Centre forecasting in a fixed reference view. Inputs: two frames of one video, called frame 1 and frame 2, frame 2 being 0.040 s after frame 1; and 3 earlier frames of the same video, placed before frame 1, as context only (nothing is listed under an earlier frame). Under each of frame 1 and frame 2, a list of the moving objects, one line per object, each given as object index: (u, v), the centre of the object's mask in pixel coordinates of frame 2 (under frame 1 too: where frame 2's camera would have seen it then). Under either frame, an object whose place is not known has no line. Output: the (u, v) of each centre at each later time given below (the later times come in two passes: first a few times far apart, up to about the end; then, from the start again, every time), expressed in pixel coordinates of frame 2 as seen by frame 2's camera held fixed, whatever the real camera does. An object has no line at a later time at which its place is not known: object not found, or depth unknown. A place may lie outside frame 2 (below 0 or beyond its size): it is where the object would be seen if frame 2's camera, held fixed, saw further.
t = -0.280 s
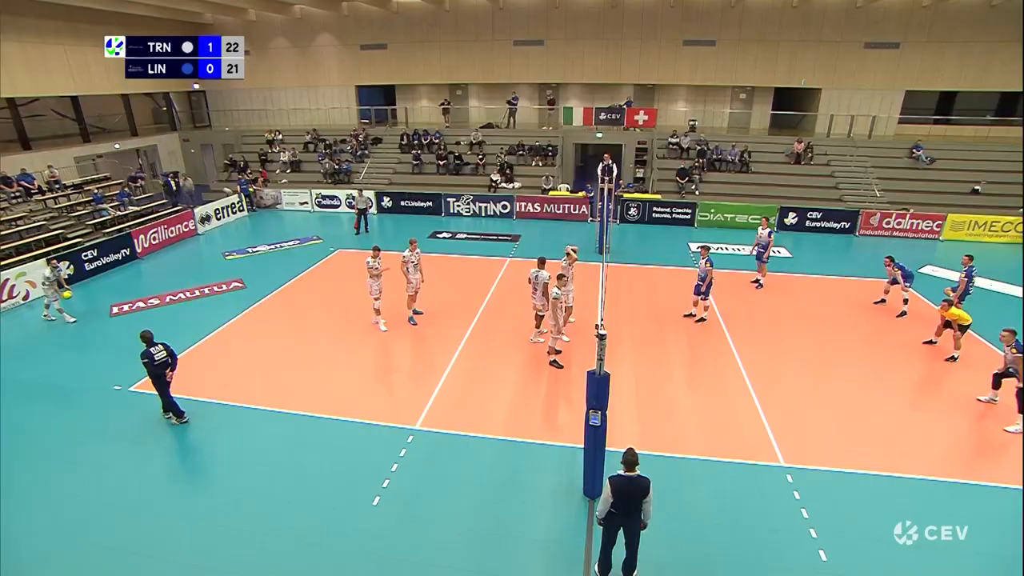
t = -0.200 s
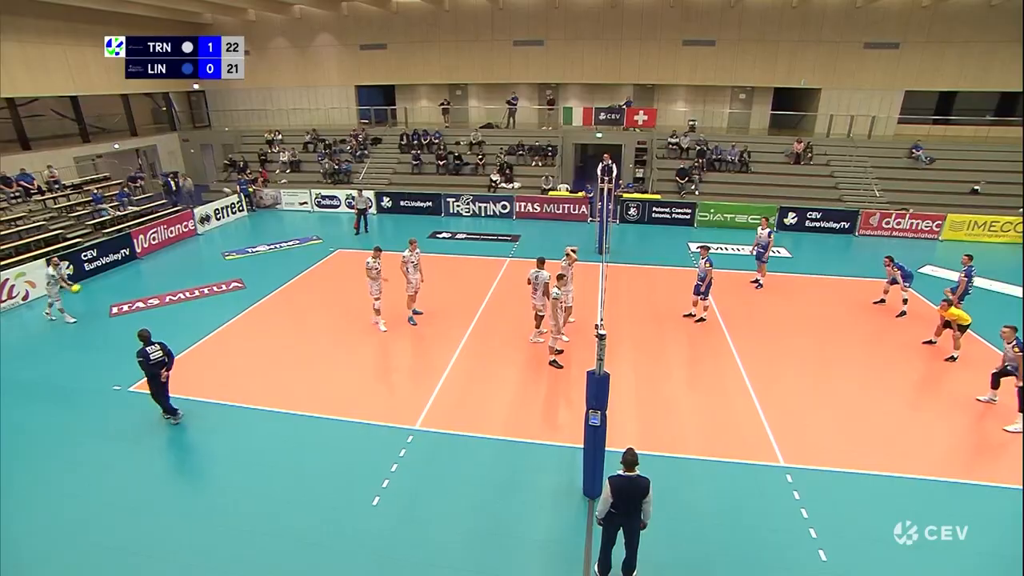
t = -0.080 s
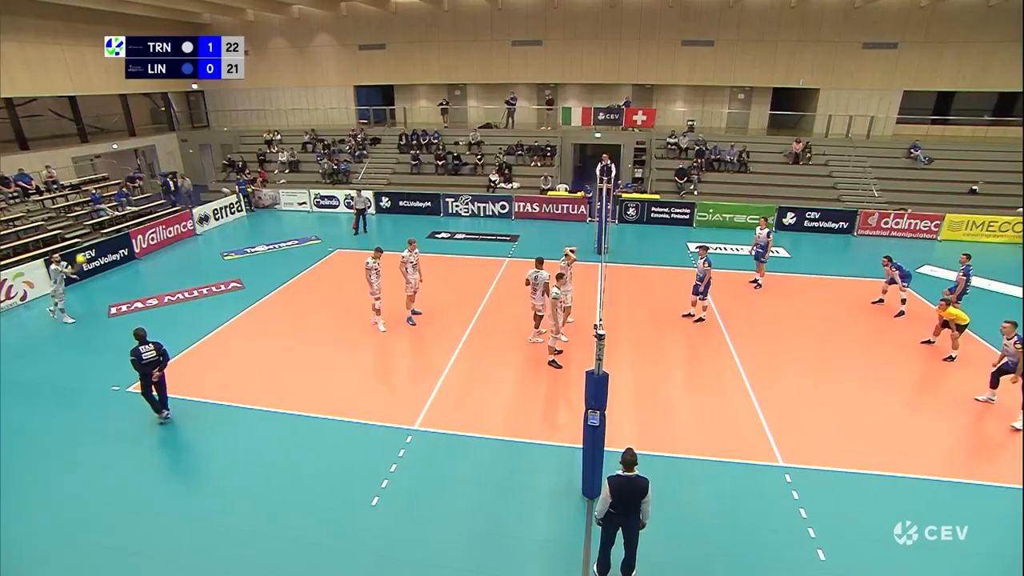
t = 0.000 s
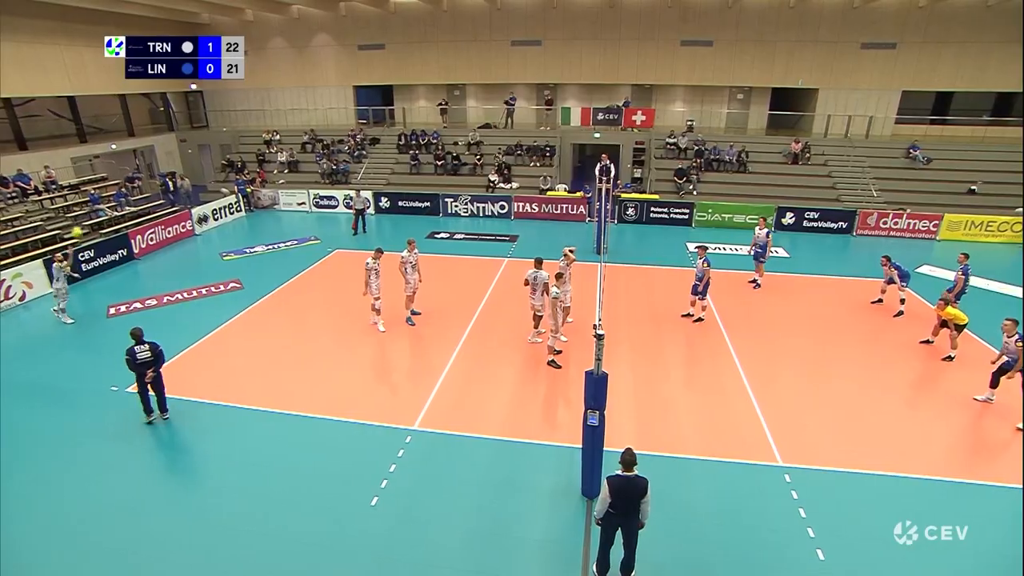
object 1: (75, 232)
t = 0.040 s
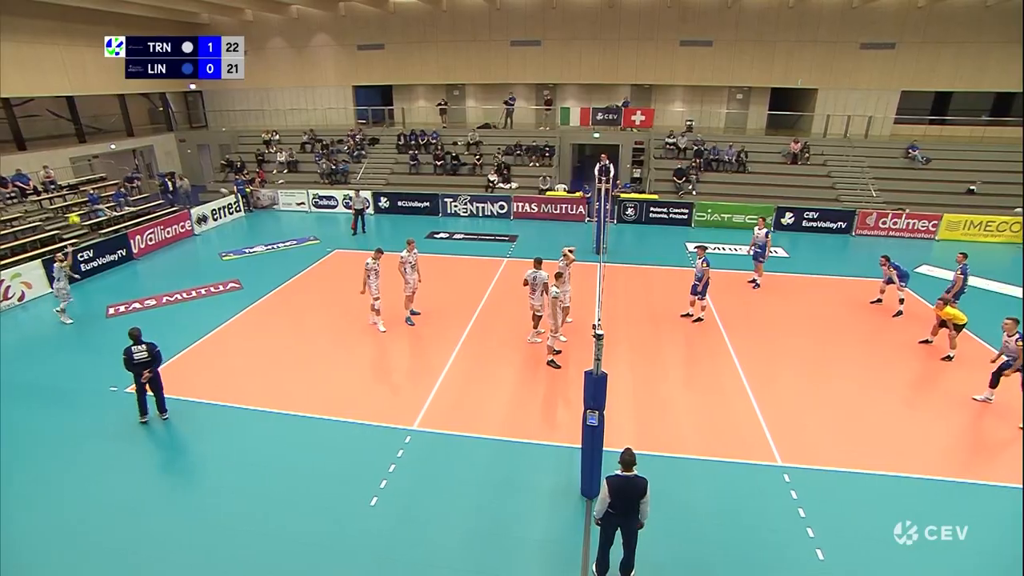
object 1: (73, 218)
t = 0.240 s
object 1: (72, 162)
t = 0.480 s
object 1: (78, 114)
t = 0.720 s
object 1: (91, 91)
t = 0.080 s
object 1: (73, 206)
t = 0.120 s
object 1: (72, 195)
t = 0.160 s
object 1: (72, 183)
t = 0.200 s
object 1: (72, 172)
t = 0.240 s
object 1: (72, 162)
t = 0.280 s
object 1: (72, 152)
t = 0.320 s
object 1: (72, 143)
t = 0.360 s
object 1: (73, 135)
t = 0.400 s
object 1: (75, 128)
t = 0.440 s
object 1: (77, 121)
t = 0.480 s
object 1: (78, 114)
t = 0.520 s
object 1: (80, 108)
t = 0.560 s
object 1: (82, 104)
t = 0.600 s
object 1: (84, 99)
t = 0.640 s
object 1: (86, 96)
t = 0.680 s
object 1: (89, 93)
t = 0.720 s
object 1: (91, 91)
